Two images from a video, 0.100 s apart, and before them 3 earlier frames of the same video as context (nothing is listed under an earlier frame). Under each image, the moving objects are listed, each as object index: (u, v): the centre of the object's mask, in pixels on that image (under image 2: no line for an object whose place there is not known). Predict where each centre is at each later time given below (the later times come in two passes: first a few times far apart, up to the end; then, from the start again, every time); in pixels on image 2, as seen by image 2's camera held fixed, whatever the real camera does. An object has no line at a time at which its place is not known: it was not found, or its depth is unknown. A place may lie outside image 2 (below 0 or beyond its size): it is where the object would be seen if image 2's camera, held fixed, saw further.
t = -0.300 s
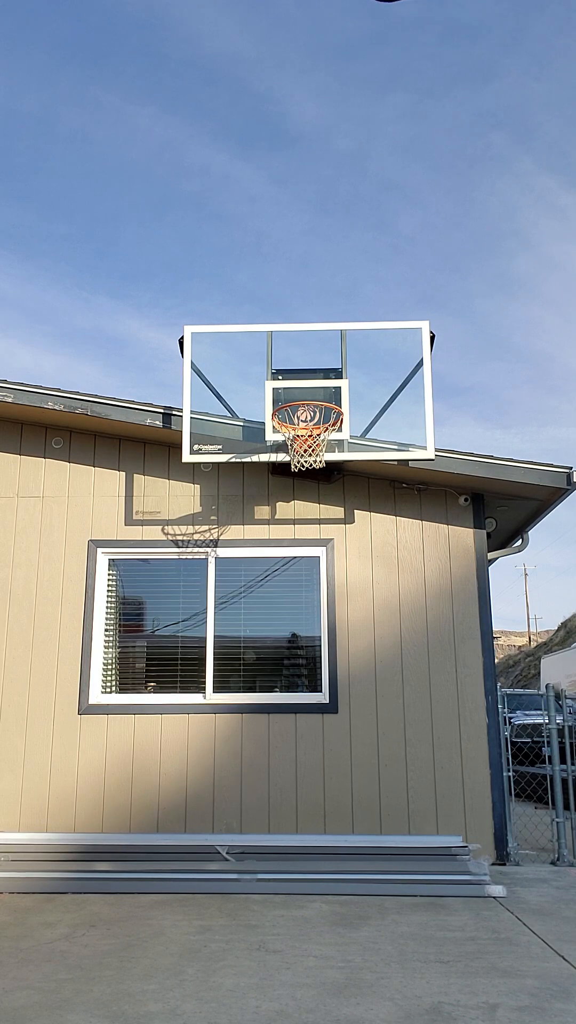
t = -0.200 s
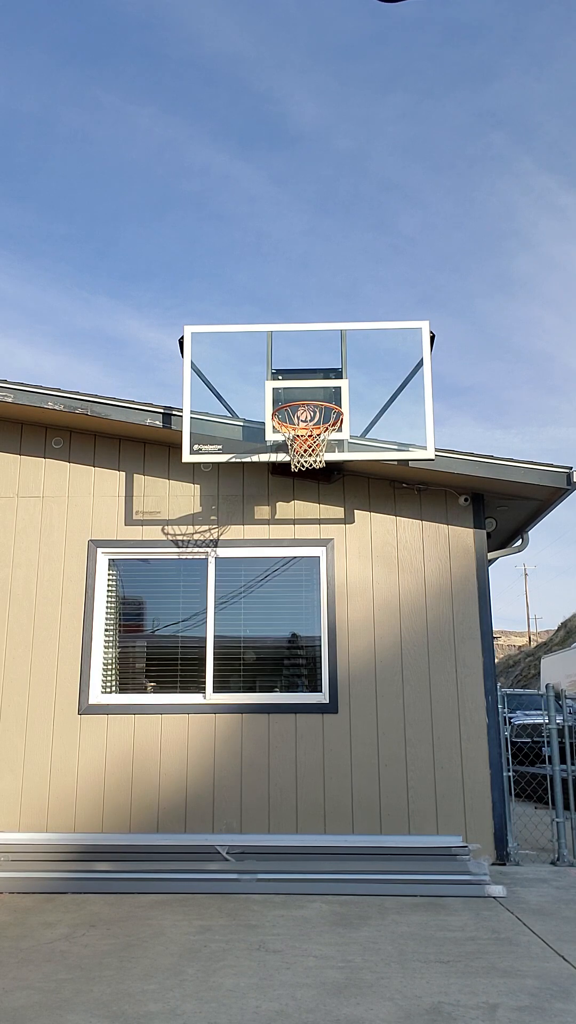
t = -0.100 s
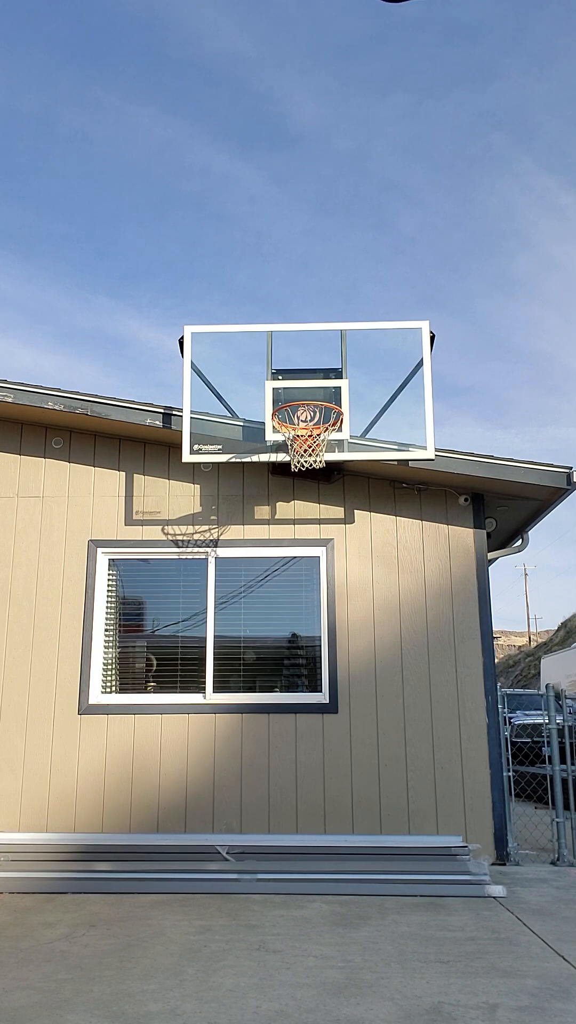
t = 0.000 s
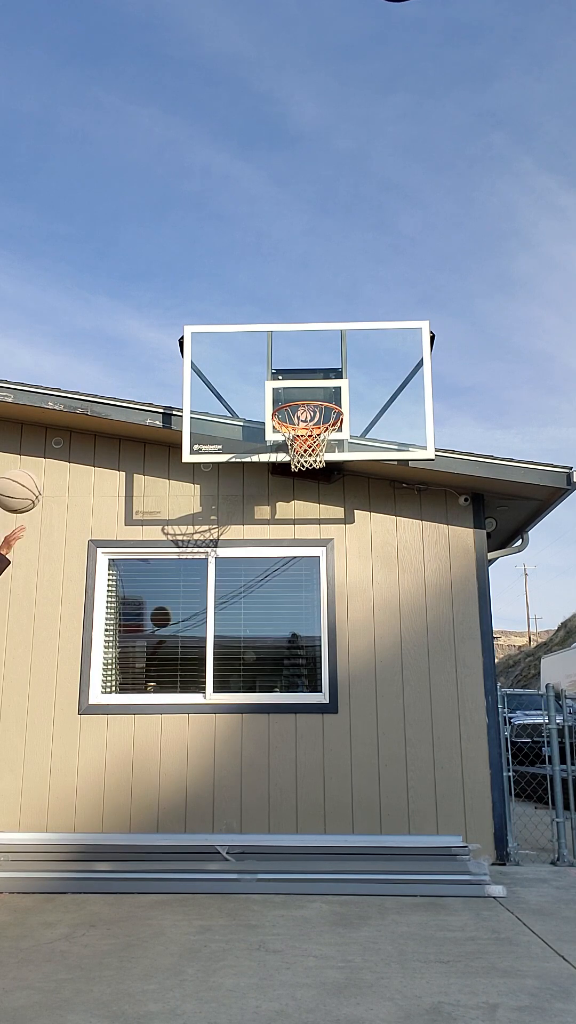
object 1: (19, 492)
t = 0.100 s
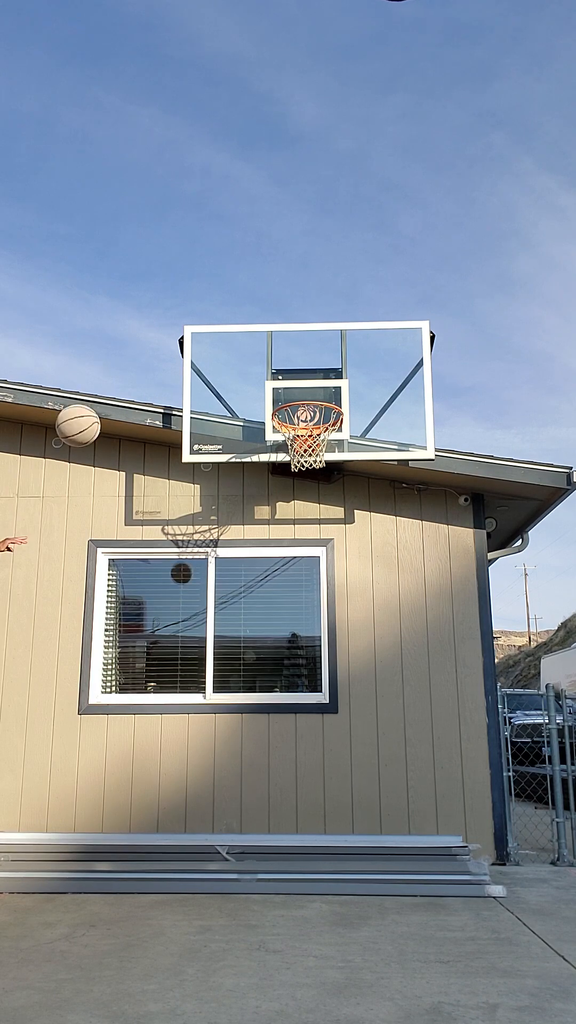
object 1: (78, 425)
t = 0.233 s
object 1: (145, 374)
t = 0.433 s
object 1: (227, 357)
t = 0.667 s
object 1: (308, 405)
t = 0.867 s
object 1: (304, 387)
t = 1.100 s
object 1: (284, 395)
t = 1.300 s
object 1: (305, 407)
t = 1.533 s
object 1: (324, 452)
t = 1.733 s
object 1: (316, 521)
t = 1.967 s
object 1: (310, 675)
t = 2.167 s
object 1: (308, 873)
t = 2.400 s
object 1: (290, 810)
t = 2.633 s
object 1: (268, 854)
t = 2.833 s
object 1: (246, 918)
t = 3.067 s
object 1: (216, 924)
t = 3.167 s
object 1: (197, 986)
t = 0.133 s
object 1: (96, 410)
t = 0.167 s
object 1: (113, 395)
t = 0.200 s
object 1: (130, 383)
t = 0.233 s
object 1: (145, 374)
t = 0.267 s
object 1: (160, 367)
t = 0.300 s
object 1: (174, 362)
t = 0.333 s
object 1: (188, 358)
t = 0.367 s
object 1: (202, 356)
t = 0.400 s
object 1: (215, 356)
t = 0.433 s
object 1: (227, 357)
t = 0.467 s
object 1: (239, 360)
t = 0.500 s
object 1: (251, 365)
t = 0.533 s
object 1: (263, 370)
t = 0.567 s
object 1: (274, 377)
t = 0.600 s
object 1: (285, 386)
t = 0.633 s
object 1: (296, 392)
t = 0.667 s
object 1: (308, 405)
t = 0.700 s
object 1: (315, 414)
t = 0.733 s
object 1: (313, 407)
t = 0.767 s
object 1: (313, 402)
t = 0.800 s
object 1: (312, 393)
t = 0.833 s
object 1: (308, 390)
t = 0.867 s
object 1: (304, 387)
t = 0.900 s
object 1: (301, 385)
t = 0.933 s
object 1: (298, 384)
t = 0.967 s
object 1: (296, 385)
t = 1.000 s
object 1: (293, 385)
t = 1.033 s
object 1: (290, 388)
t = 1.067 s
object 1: (287, 391)
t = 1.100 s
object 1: (284, 395)
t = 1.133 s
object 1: (283, 398)
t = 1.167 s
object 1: (287, 397)
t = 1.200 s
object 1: (291, 396)
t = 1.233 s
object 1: (295, 397)
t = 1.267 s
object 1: (299, 396)
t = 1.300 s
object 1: (305, 407)
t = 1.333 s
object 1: (309, 408)
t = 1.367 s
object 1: (312, 419)
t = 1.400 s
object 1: (315, 423)
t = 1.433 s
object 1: (322, 435)
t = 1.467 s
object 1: (326, 442)
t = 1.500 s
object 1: (324, 448)
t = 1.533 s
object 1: (324, 452)
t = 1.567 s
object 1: (323, 455)
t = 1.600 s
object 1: (321, 467)
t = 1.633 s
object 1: (319, 473)
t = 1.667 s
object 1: (318, 483)
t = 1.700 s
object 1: (317, 506)
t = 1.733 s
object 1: (316, 521)
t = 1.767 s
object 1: (314, 537)
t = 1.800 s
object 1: (314, 555)
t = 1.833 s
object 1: (313, 575)
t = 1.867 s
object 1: (312, 597)
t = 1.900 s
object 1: (311, 621)
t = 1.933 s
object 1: (311, 647)
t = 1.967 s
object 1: (310, 675)
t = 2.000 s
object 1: (310, 705)
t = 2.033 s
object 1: (310, 737)
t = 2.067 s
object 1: (309, 773)
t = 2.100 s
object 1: (309, 811)
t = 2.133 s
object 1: (309, 852)
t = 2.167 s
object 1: (308, 873)
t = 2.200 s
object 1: (306, 859)
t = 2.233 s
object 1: (303, 846)
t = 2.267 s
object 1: (300, 834)
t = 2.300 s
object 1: (298, 825)
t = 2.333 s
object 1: (295, 819)
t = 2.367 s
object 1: (292, 814)
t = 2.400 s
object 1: (290, 810)
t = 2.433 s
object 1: (287, 809)
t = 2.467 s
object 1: (284, 810)
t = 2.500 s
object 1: (281, 813)
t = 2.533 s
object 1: (278, 818)
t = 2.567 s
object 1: (275, 827)
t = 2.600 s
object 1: (272, 839)
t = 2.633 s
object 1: (268, 854)
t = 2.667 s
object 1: (265, 871)
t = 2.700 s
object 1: (261, 893)
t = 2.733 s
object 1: (257, 918)
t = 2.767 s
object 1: (253, 944)
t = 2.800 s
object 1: (250, 929)
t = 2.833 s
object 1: (246, 918)
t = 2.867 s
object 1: (243, 909)
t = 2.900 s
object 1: (238, 904)
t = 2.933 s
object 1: (235, 901)
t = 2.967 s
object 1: (231, 902)
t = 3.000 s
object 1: (227, 905)
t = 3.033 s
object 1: (221, 913)
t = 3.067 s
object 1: (216, 924)
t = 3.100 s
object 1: (211, 940)
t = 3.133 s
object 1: (204, 961)
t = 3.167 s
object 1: (197, 986)
